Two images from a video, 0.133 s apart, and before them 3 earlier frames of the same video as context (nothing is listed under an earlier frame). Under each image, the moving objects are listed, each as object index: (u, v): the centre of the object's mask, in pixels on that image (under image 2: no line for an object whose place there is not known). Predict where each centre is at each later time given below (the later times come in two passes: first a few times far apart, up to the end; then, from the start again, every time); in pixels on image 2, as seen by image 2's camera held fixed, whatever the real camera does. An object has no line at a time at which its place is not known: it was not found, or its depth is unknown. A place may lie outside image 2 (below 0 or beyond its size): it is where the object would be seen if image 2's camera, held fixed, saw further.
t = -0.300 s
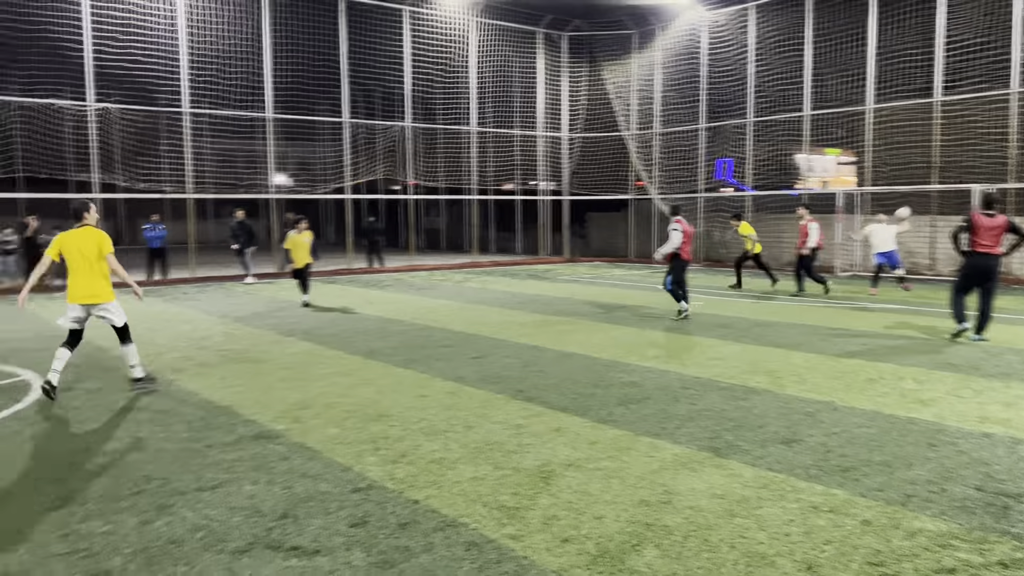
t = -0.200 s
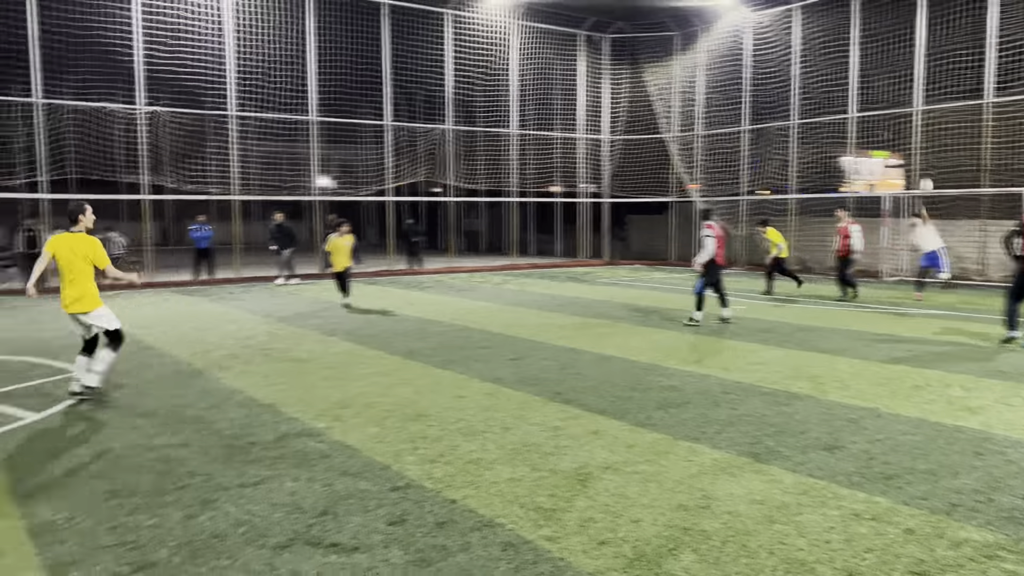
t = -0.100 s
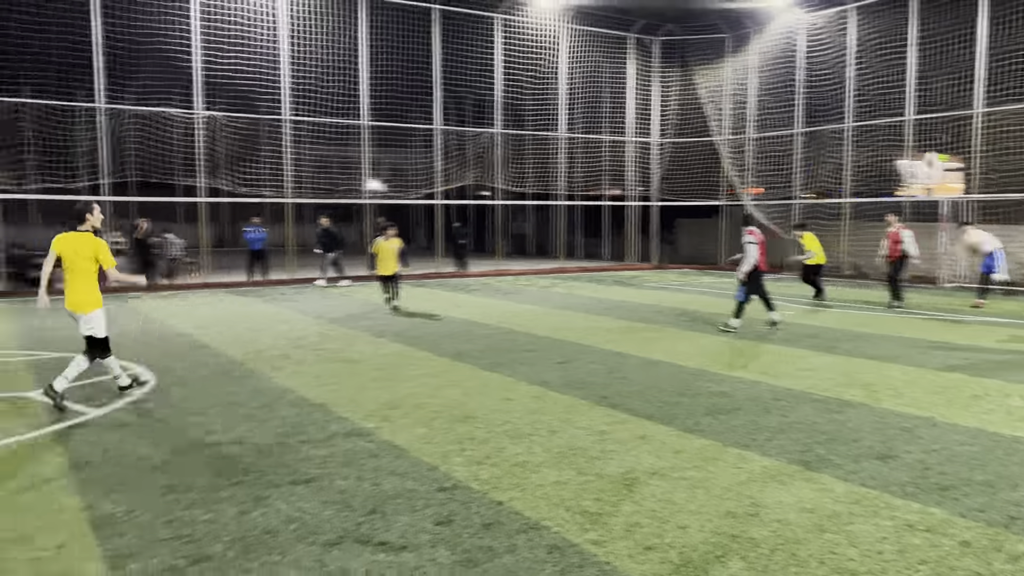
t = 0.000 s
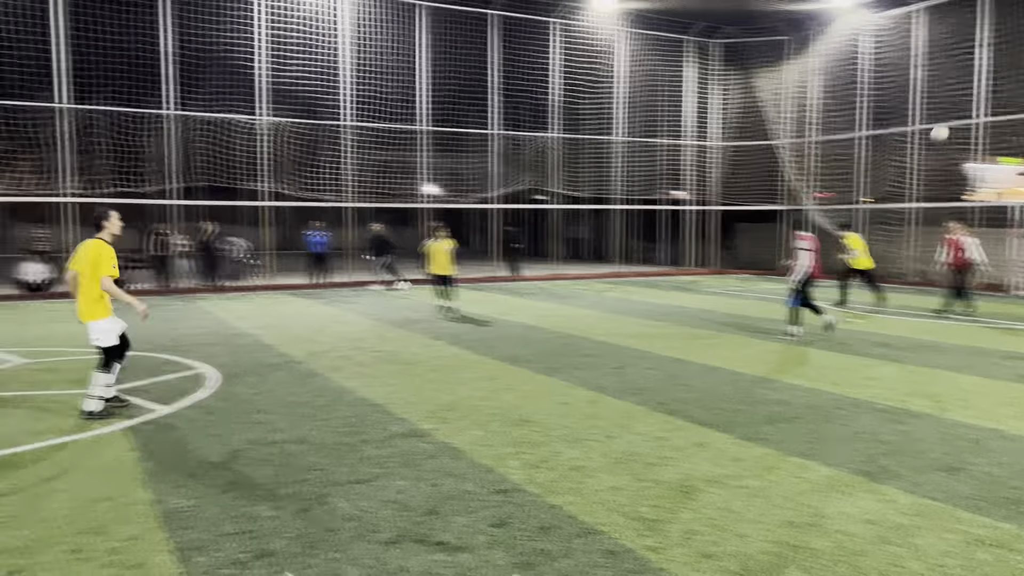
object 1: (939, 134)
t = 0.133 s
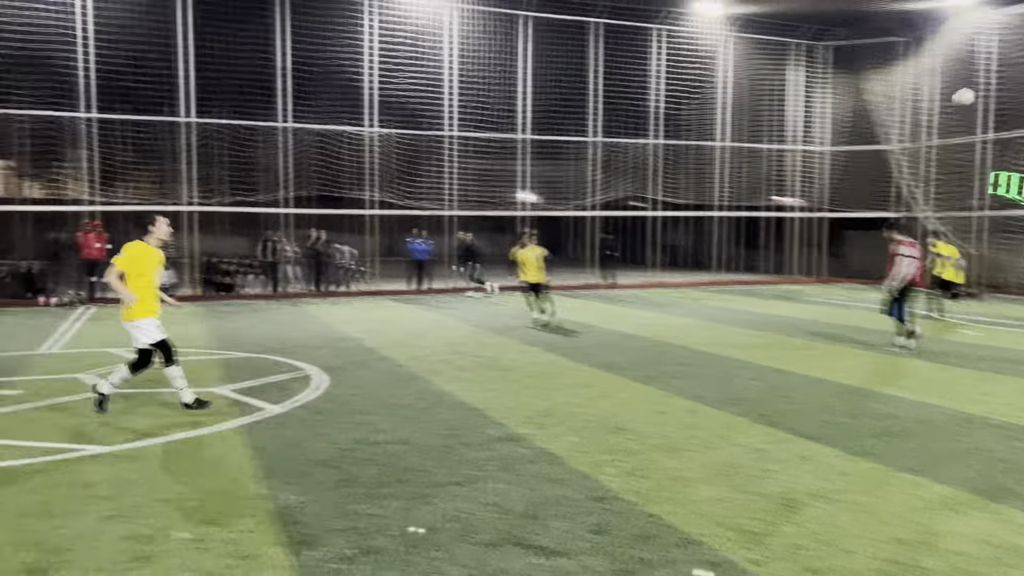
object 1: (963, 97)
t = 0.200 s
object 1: (905, 82)
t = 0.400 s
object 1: (712, 42)
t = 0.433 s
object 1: (679, 36)
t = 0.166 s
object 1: (940, 89)
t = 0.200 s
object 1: (905, 82)
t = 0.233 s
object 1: (877, 74)
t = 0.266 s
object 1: (851, 67)
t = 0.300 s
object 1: (813, 60)
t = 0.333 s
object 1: (784, 53)
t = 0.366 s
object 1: (755, 47)
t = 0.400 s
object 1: (712, 42)
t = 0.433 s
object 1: (679, 36)
